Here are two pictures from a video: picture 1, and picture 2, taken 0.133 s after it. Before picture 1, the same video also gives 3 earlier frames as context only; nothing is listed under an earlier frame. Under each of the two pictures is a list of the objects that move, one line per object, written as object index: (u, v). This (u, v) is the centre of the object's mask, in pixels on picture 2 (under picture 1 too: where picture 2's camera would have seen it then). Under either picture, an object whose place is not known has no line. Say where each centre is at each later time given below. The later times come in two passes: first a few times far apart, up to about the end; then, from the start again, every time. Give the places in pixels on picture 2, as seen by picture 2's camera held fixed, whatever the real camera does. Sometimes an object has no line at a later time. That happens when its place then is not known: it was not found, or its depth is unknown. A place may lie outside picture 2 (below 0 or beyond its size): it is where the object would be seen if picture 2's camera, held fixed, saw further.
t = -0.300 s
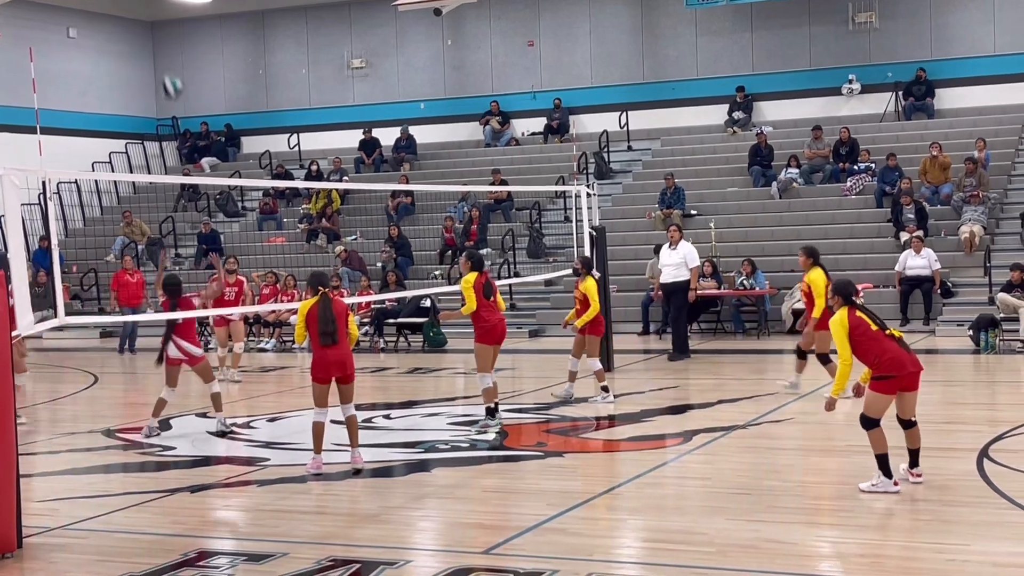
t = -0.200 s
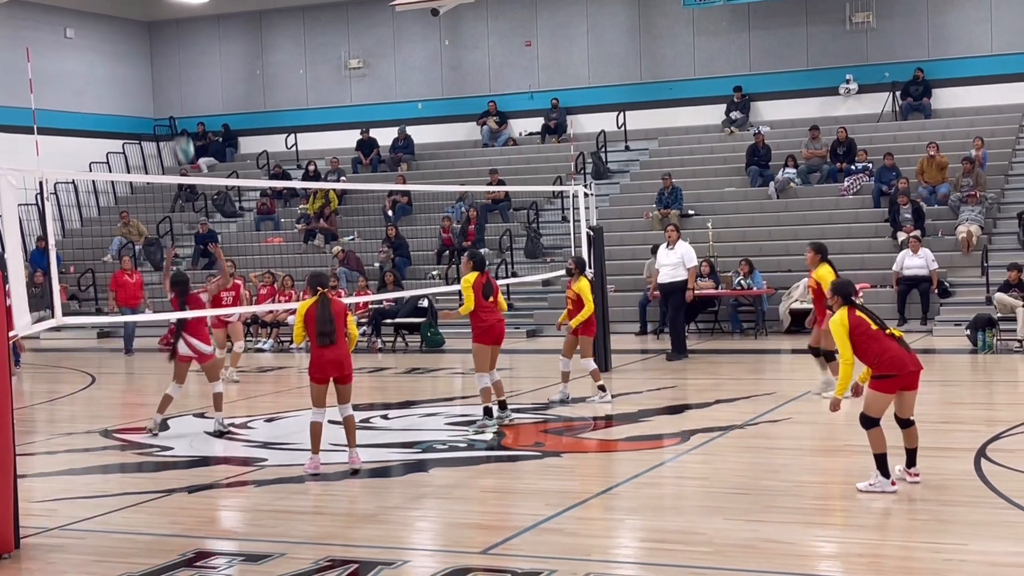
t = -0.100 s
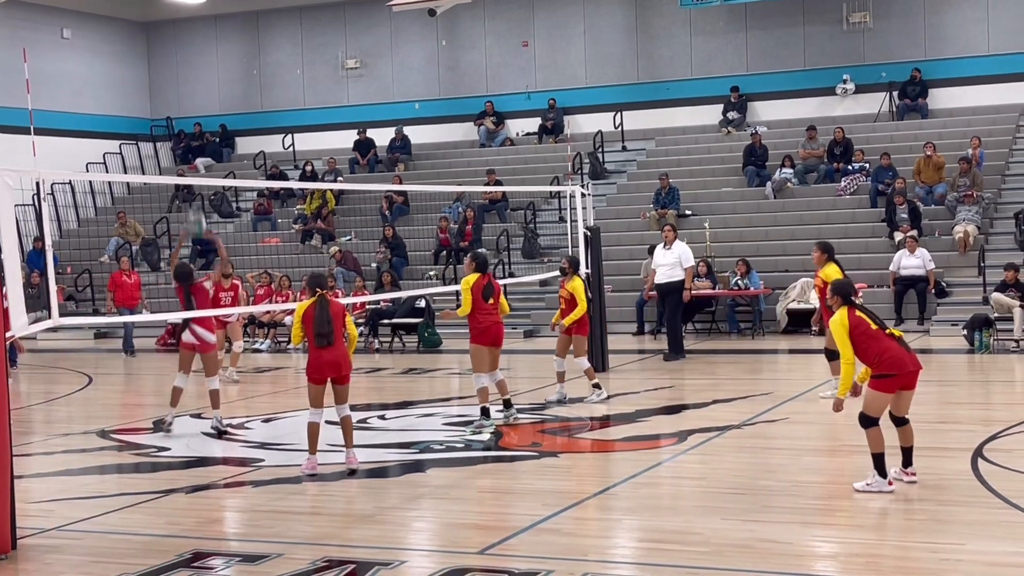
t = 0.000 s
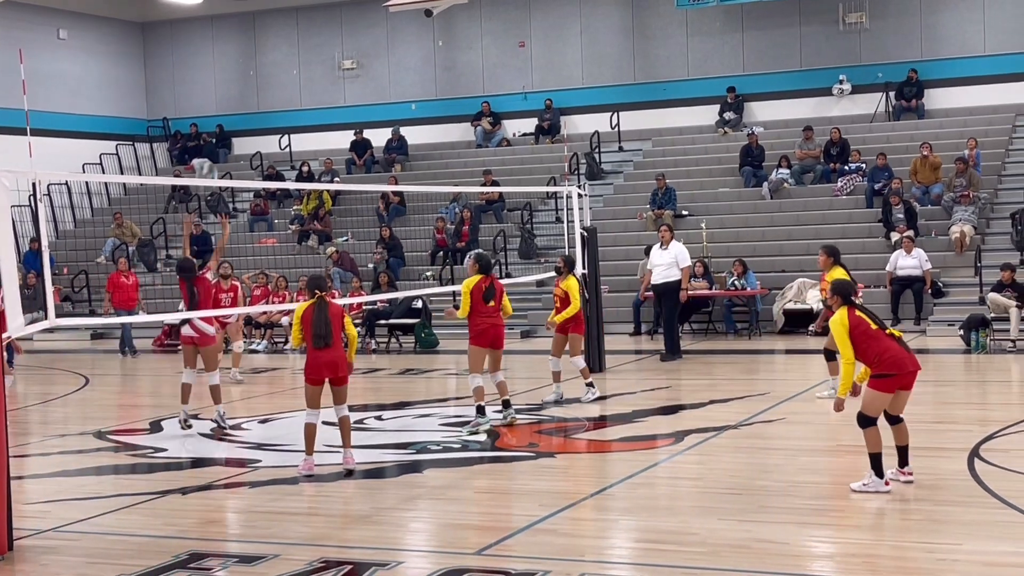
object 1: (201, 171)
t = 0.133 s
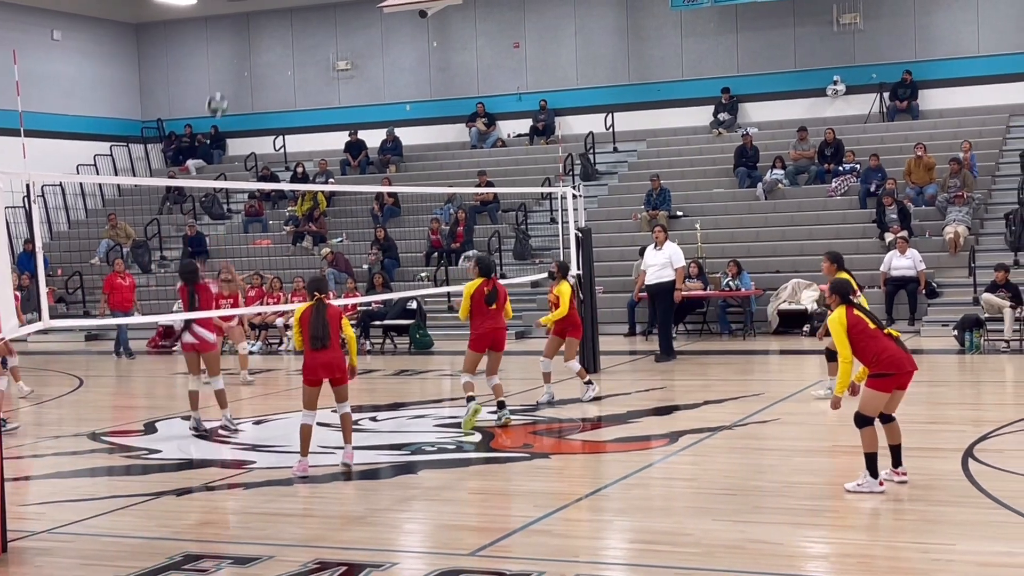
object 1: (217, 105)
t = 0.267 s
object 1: (233, 54)
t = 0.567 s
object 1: (269, 9)
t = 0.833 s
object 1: (302, 41)
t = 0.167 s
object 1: (221, 90)
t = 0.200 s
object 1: (225, 77)
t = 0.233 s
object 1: (229, 64)
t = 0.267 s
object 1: (233, 54)
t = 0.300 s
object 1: (237, 44)
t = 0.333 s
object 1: (241, 36)
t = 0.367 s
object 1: (245, 28)
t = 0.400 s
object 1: (249, 22)
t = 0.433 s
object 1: (253, 17)
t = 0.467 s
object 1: (257, 14)
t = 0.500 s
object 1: (261, 11)
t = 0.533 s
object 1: (265, 10)
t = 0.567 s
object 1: (269, 9)
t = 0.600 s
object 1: (274, 10)
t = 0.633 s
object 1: (277, 11)
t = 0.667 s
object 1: (282, 14)
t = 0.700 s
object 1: (286, 17)
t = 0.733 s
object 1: (290, 22)
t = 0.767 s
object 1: (294, 27)
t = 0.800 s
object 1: (298, 34)
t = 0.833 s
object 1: (302, 41)
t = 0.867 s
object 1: (304, 50)
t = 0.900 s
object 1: (309, 59)
